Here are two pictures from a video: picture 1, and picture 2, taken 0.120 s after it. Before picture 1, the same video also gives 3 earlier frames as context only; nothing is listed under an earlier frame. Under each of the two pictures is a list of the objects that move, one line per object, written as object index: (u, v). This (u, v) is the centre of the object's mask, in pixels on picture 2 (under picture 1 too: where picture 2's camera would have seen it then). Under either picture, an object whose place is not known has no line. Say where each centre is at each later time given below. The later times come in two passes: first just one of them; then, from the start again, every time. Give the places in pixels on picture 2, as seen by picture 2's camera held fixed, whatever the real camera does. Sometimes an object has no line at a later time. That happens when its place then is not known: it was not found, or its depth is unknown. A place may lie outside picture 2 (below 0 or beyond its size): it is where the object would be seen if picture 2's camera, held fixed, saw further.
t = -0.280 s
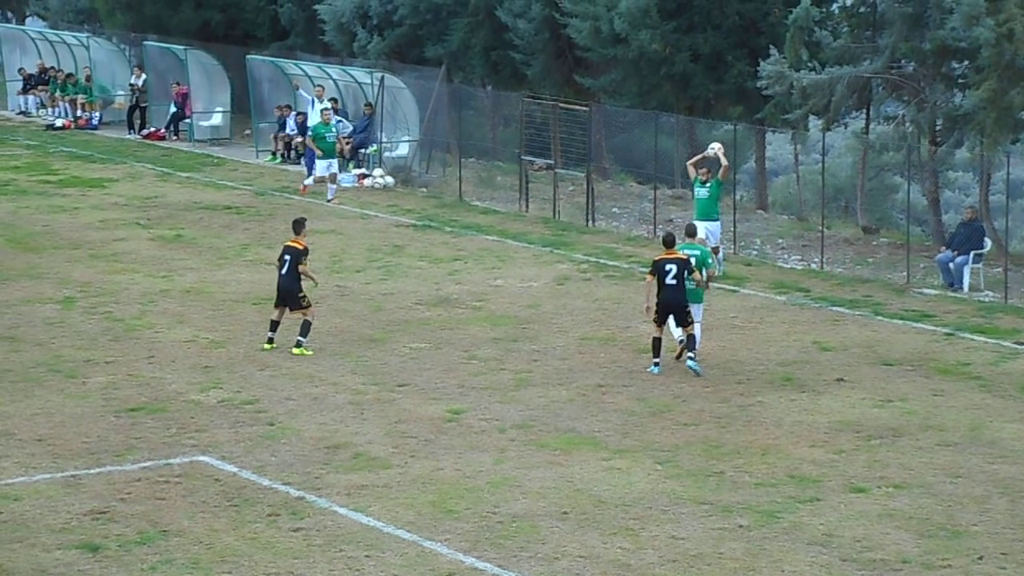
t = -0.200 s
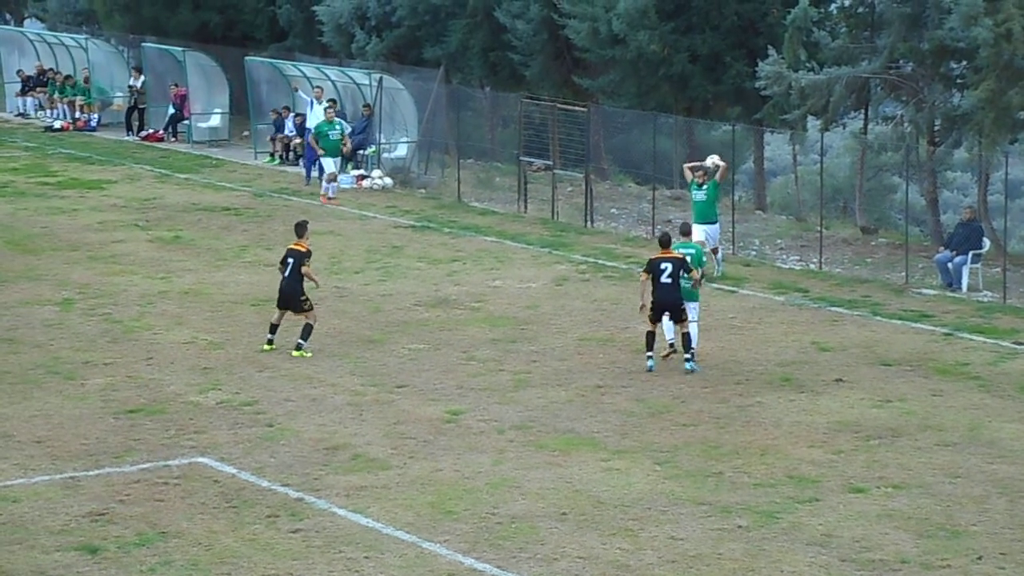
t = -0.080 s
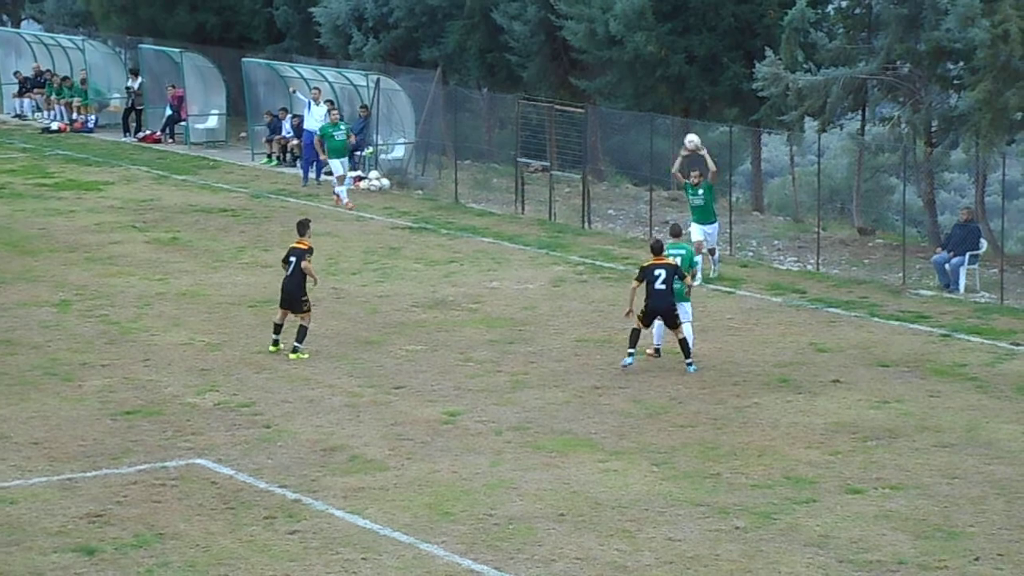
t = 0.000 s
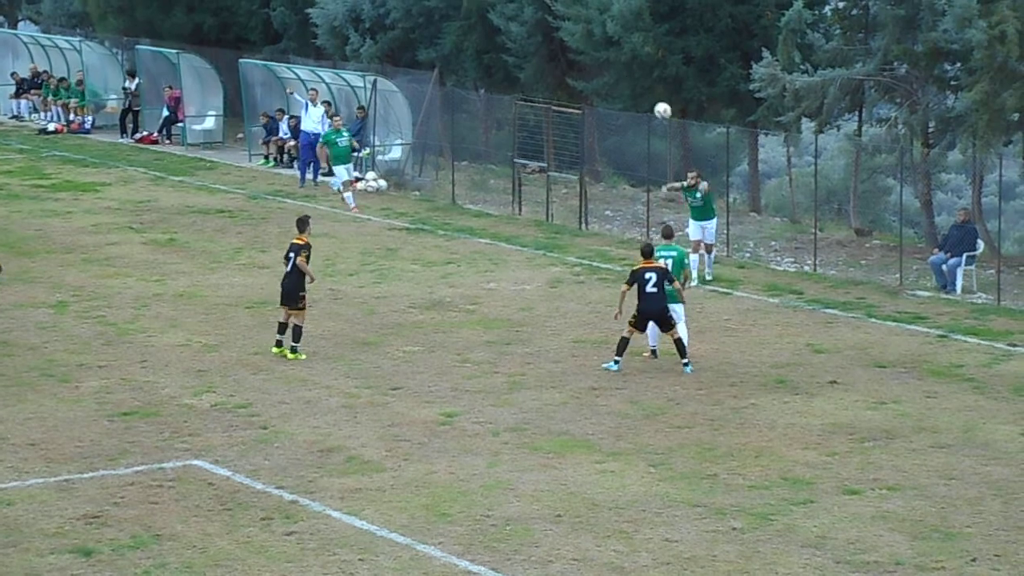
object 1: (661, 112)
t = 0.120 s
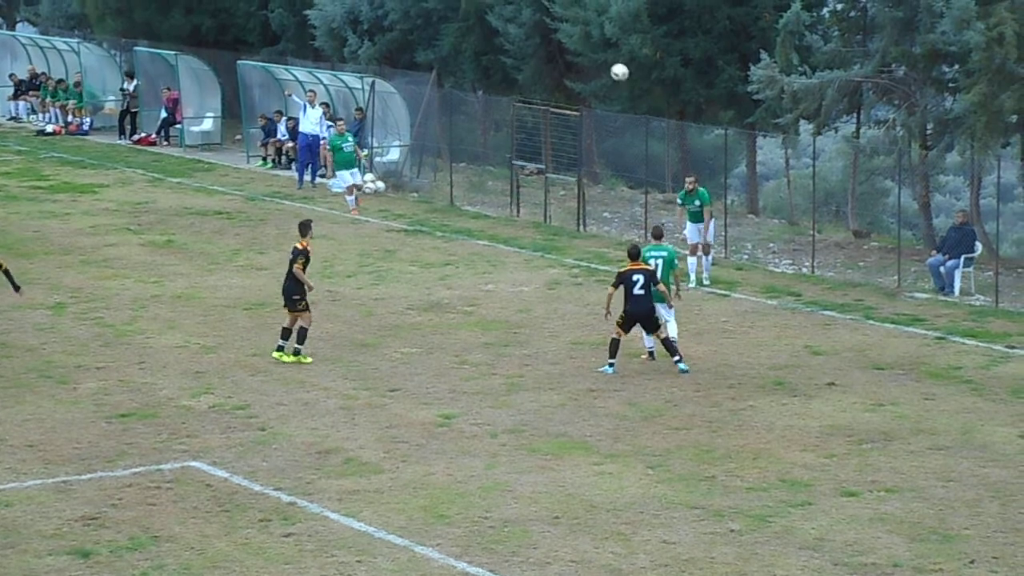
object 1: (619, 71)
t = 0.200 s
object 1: (592, 49)
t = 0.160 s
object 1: (606, 60)
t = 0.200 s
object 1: (592, 49)
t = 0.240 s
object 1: (578, 39)
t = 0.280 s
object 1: (564, 31)
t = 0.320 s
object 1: (549, 24)
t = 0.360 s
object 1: (537, 17)
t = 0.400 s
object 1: (527, 12)
